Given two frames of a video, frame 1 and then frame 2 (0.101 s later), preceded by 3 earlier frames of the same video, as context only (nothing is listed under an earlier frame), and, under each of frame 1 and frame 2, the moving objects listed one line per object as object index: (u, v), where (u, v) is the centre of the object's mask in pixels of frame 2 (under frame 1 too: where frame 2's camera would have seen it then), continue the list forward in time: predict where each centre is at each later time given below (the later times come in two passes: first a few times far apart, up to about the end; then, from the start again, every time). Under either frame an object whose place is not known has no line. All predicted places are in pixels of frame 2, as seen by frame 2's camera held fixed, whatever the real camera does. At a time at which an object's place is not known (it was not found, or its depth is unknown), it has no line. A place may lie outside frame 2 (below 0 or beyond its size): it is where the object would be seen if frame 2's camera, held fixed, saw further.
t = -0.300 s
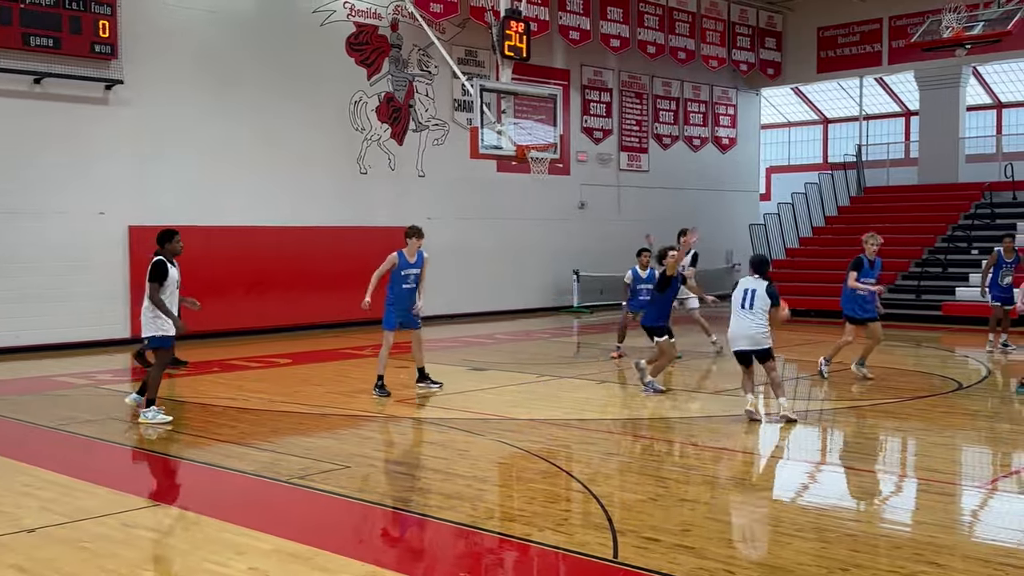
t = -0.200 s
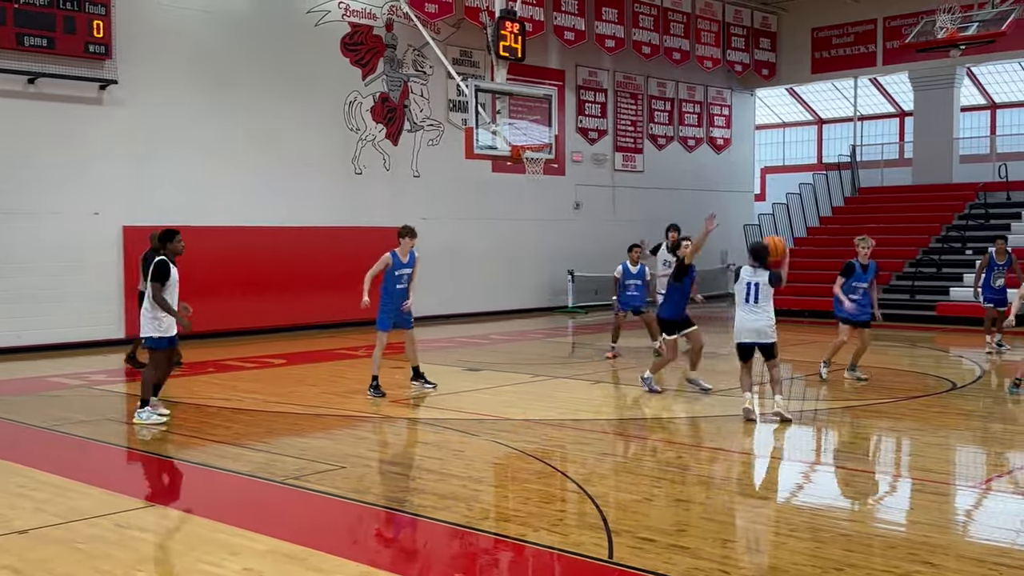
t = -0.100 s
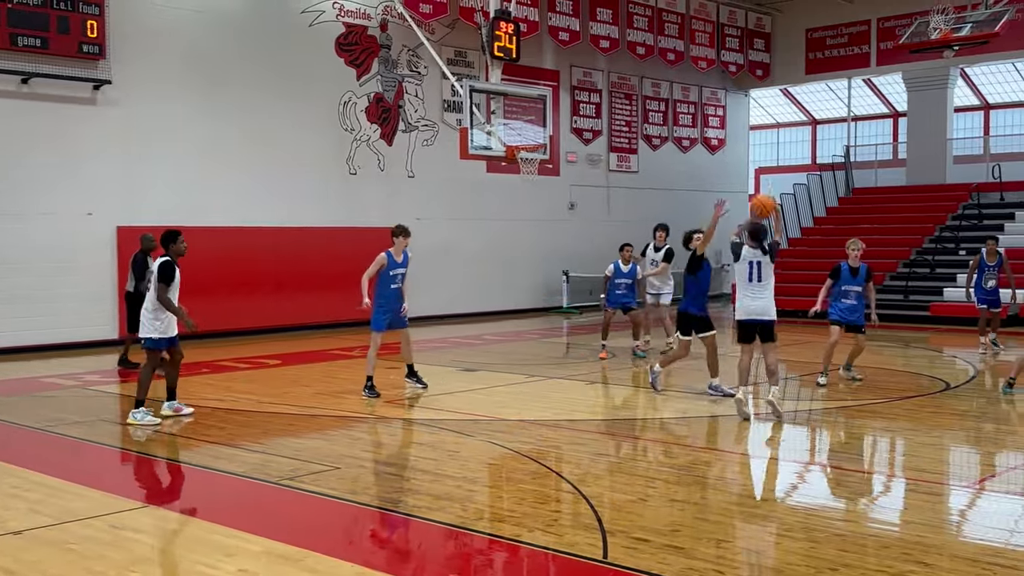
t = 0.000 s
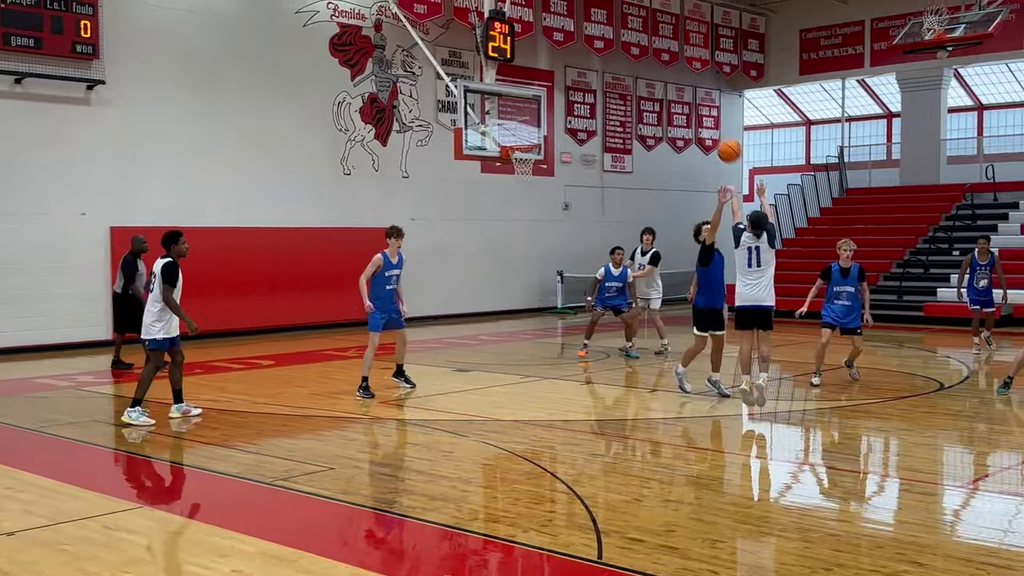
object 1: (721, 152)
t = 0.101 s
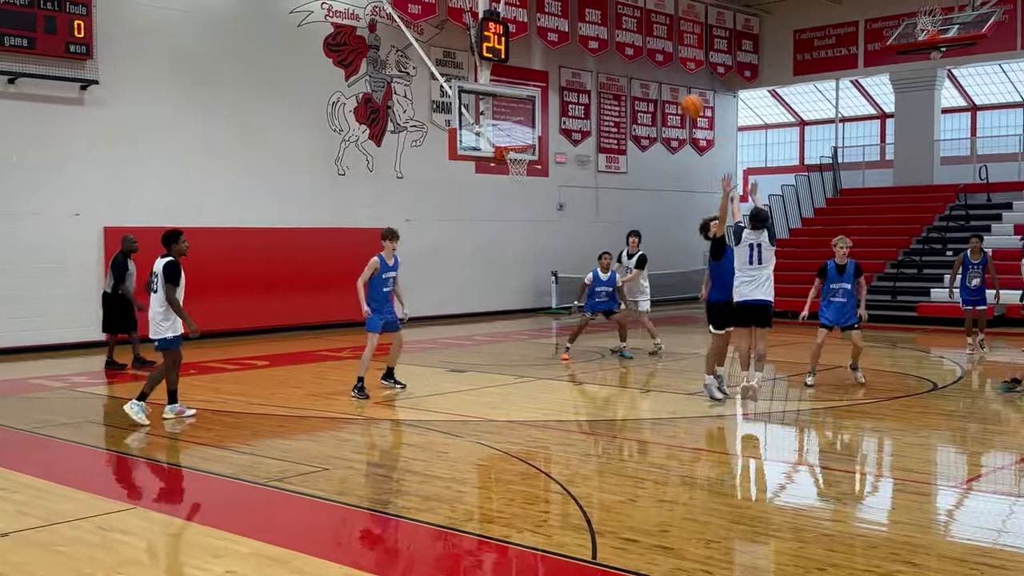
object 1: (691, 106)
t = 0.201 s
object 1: (662, 73)
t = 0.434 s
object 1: (601, 42)
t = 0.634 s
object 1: (559, 52)
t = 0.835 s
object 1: (523, 91)
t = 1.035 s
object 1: (492, 138)
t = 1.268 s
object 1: (520, 116)
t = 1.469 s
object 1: (548, 125)
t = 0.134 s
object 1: (681, 93)
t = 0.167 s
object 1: (671, 83)
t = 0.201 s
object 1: (662, 73)
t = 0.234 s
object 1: (652, 65)
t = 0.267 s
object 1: (643, 59)
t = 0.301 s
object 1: (634, 54)
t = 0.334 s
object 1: (626, 50)
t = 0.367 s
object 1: (618, 45)
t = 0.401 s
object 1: (609, 43)
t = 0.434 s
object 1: (601, 42)
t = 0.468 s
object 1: (594, 43)
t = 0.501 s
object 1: (587, 42)
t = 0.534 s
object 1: (579, 43)
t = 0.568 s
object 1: (572, 47)
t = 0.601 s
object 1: (566, 49)
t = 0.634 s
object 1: (559, 52)
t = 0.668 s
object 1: (553, 57)
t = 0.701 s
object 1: (546, 62)
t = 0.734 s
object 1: (540, 68)
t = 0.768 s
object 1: (534, 75)
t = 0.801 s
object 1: (528, 82)
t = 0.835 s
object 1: (523, 91)
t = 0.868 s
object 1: (518, 99)
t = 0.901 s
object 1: (512, 107)
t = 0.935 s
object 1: (506, 117)
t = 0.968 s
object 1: (502, 127)
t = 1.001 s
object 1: (496, 136)
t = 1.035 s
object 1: (492, 138)
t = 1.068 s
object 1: (495, 134)
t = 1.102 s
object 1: (499, 129)
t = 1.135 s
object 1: (503, 125)
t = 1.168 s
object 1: (508, 121)
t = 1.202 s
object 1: (511, 118)
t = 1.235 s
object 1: (515, 117)
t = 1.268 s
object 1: (520, 116)
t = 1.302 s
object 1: (525, 116)
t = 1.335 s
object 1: (529, 116)
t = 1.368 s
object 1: (534, 117)
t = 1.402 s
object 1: (538, 119)
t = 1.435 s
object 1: (543, 121)
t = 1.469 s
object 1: (548, 125)
